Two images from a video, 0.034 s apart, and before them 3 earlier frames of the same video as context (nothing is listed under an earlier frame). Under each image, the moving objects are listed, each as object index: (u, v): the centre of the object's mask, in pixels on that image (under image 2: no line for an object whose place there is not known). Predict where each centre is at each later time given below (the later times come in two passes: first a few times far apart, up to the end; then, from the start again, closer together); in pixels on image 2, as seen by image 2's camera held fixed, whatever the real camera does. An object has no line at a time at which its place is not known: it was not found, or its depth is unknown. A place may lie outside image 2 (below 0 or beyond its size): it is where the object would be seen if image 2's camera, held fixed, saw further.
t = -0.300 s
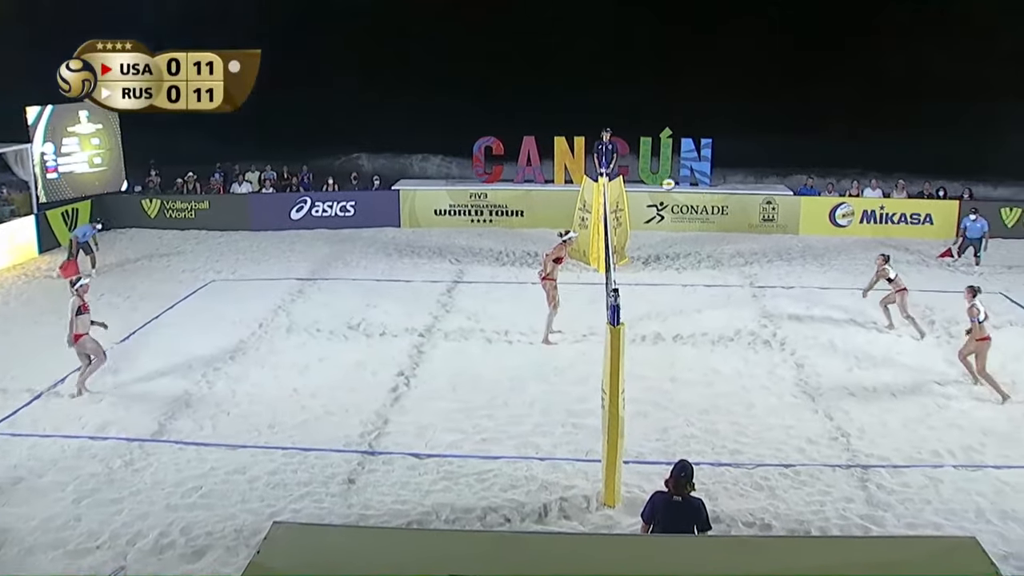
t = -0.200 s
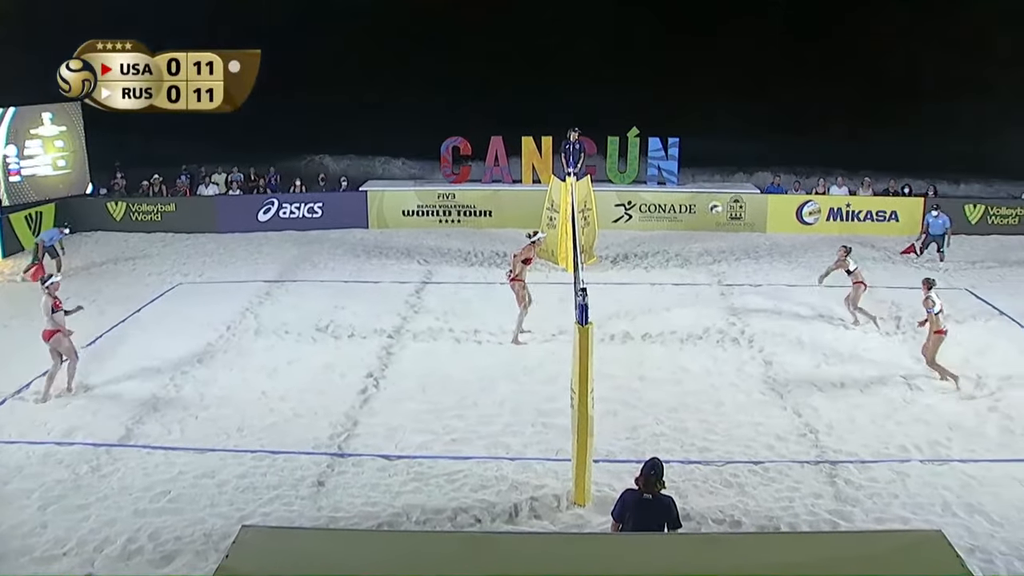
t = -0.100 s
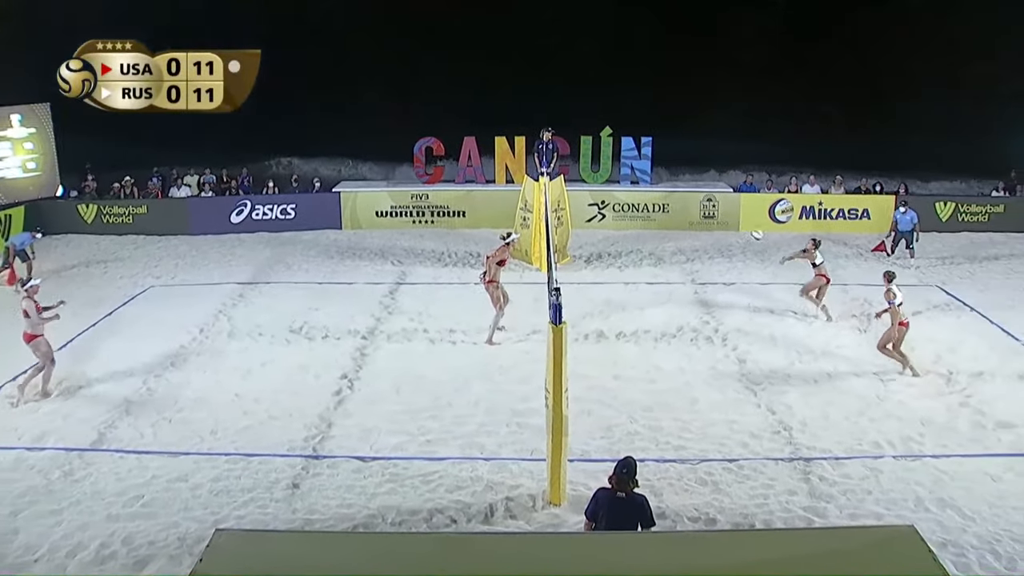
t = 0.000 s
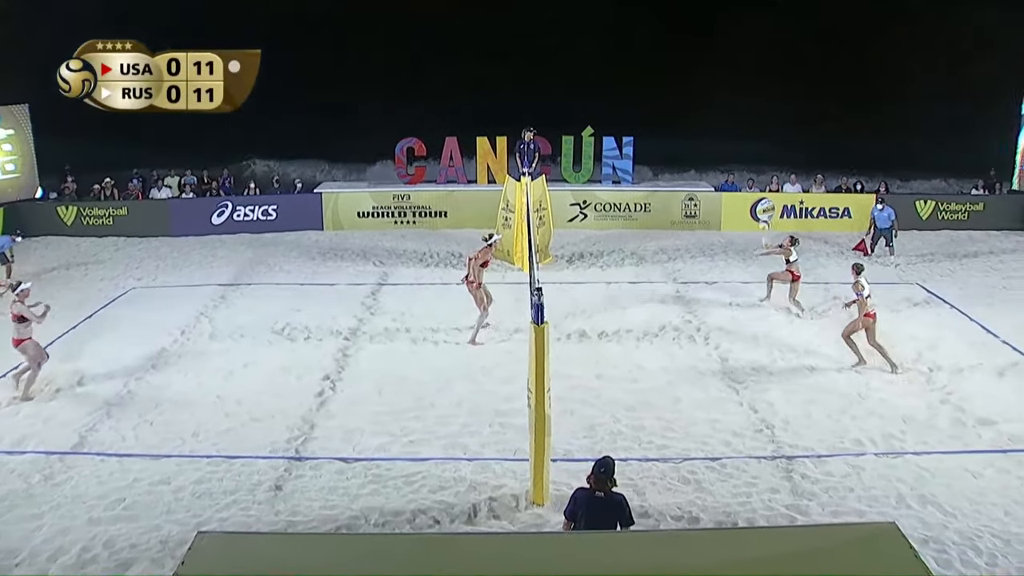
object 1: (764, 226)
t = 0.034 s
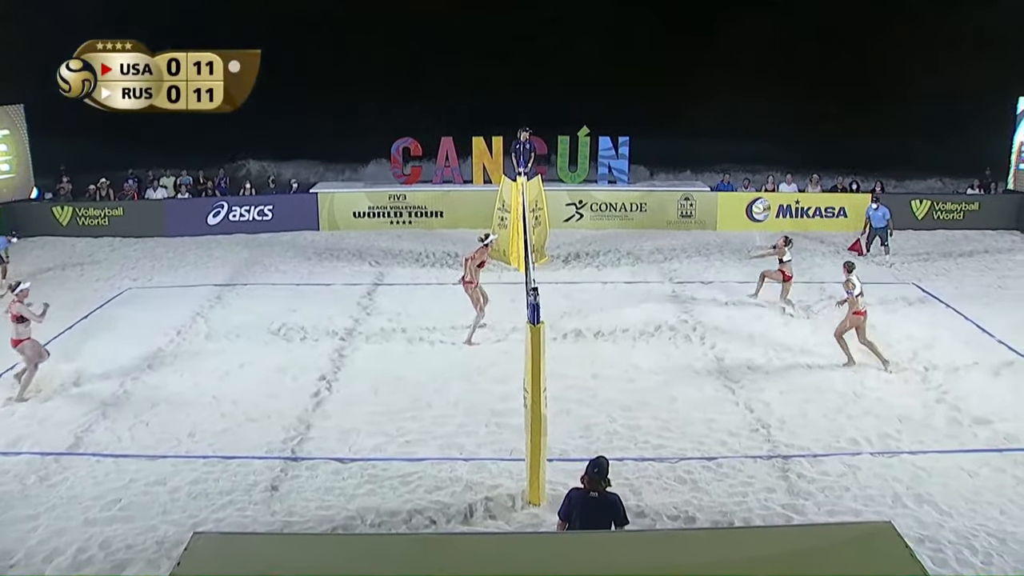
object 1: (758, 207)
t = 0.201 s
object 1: (747, 138)
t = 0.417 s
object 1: (733, 68)
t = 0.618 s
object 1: (720, 27)
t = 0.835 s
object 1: (705, 8)
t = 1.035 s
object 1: (689, 16)
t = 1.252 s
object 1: (671, 50)
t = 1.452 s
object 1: (651, 105)
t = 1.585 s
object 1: (637, 153)
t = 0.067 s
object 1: (757, 192)
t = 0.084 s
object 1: (756, 186)
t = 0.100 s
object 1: (753, 179)
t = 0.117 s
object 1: (753, 171)
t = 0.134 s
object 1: (752, 165)
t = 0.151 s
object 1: (750, 158)
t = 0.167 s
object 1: (749, 151)
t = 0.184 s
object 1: (748, 144)
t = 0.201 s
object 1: (747, 138)
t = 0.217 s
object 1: (746, 132)
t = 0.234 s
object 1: (745, 126)
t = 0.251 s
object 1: (744, 120)
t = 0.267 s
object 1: (743, 114)
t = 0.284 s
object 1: (741, 108)
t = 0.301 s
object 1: (740, 103)
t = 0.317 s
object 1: (739, 97)
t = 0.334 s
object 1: (738, 92)
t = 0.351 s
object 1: (737, 87)
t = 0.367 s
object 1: (736, 82)
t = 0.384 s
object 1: (736, 77)
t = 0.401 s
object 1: (734, 73)
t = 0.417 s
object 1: (733, 68)
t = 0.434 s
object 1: (732, 64)
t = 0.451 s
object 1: (731, 60)
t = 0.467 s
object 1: (730, 56)
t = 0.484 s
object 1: (729, 52)
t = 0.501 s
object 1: (728, 48)
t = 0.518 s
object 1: (727, 45)
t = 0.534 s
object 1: (725, 42)
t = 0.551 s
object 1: (724, 38)
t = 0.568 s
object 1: (723, 36)
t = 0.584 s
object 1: (722, 32)
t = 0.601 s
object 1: (721, 30)
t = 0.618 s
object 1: (720, 27)
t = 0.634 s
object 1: (719, 25)
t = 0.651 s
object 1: (718, 23)
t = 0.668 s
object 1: (716, 20)
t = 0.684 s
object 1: (715, 18)
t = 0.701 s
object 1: (714, 17)
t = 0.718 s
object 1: (713, 15)
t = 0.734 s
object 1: (712, 14)
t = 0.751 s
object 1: (710, 12)
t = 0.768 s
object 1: (709, 11)
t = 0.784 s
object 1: (708, 10)
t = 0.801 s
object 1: (707, 9)
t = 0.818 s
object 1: (706, 9)
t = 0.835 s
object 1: (705, 8)
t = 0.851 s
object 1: (704, 8)
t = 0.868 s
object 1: (702, 8)
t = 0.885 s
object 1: (701, 8)
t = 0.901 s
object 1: (700, 8)
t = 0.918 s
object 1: (699, 8)
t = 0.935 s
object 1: (698, 9)
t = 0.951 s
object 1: (696, 10)
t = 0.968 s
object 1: (695, 10)
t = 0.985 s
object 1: (694, 12)
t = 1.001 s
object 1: (692, 13)
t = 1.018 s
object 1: (691, 14)
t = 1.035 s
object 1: (689, 16)
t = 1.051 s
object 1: (688, 17)
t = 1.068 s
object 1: (687, 19)
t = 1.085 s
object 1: (685, 21)
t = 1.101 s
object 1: (684, 23)
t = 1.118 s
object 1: (683, 26)
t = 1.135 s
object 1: (681, 28)
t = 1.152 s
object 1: (680, 30)
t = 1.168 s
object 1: (678, 33)
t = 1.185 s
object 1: (677, 36)
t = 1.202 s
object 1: (676, 39)
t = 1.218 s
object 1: (674, 43)
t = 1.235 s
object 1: (672, 46)
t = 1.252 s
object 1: (671, 50)
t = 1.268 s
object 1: (669, 53)
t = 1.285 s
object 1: (668, 57)
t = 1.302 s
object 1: (666, 61)
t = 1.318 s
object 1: (665, 65)
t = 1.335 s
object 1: (663, 70)
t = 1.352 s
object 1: (661, 74)
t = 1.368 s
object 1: (660, 79)
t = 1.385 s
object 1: (658, 84)
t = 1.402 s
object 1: (656, 89)
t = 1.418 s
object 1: (655, 94)
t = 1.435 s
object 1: (653, 99)
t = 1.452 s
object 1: (651, 105)
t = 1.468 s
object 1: (650, 110)
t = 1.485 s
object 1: (648, 116)
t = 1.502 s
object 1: (646, 122)
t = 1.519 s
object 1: (644, 128)
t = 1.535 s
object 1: (643, 134)
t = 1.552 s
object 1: (641, 141)
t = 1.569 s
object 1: (639, 147)
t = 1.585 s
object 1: (637, 153)
